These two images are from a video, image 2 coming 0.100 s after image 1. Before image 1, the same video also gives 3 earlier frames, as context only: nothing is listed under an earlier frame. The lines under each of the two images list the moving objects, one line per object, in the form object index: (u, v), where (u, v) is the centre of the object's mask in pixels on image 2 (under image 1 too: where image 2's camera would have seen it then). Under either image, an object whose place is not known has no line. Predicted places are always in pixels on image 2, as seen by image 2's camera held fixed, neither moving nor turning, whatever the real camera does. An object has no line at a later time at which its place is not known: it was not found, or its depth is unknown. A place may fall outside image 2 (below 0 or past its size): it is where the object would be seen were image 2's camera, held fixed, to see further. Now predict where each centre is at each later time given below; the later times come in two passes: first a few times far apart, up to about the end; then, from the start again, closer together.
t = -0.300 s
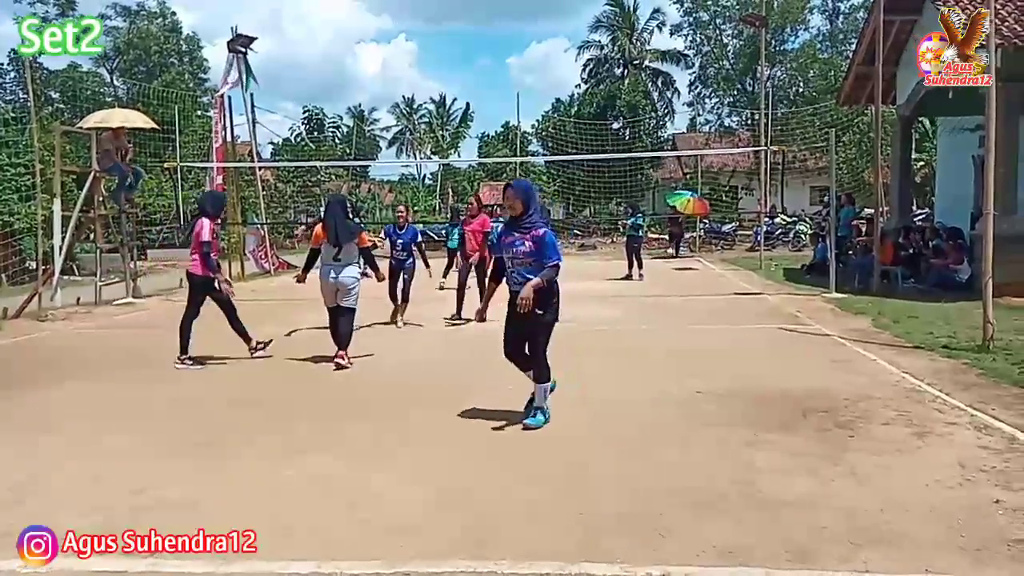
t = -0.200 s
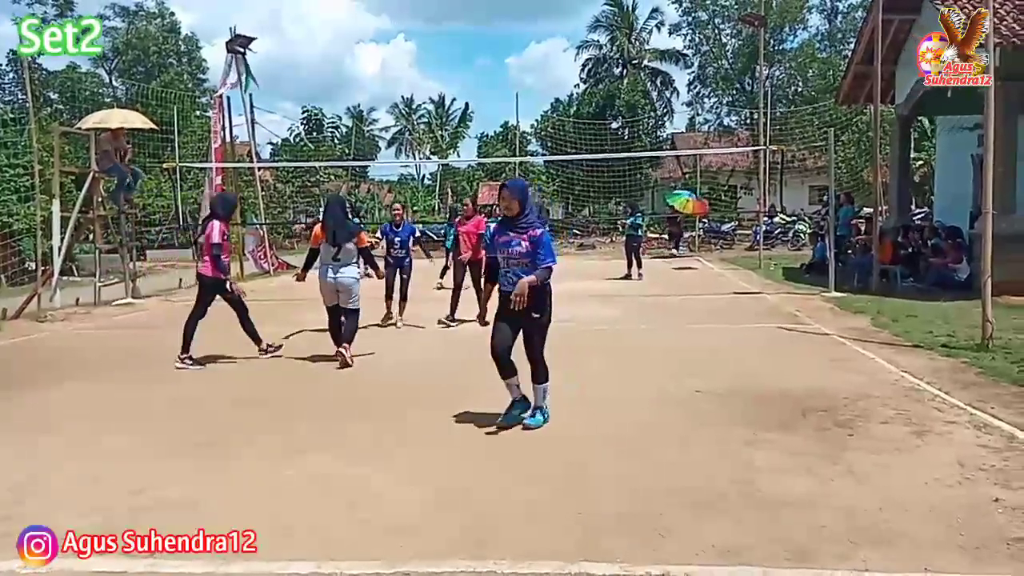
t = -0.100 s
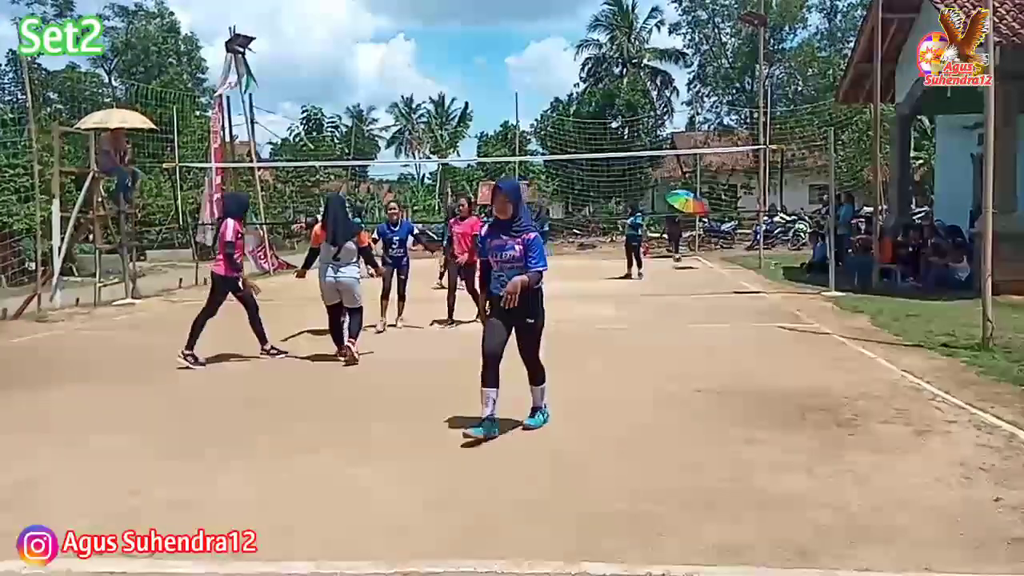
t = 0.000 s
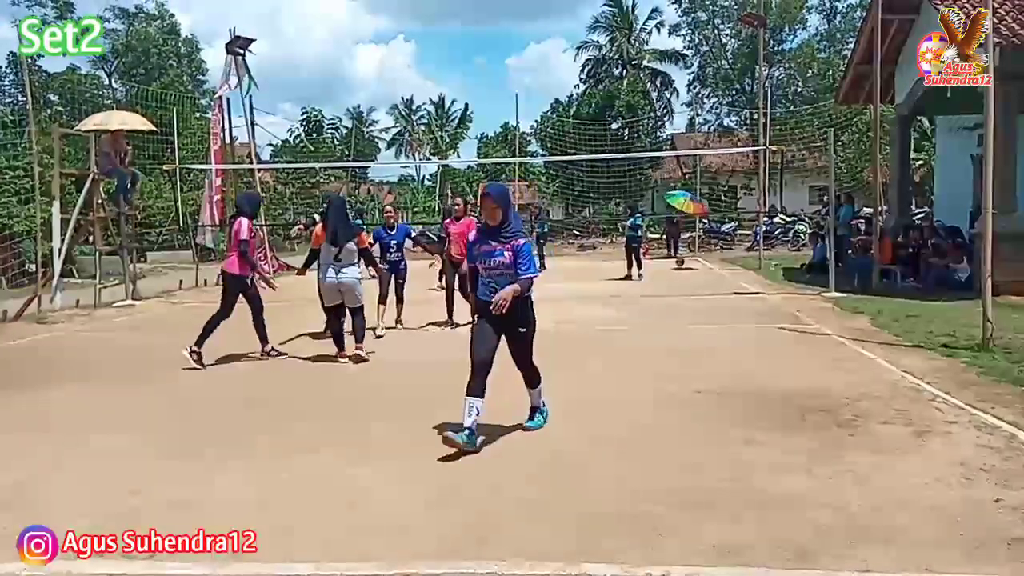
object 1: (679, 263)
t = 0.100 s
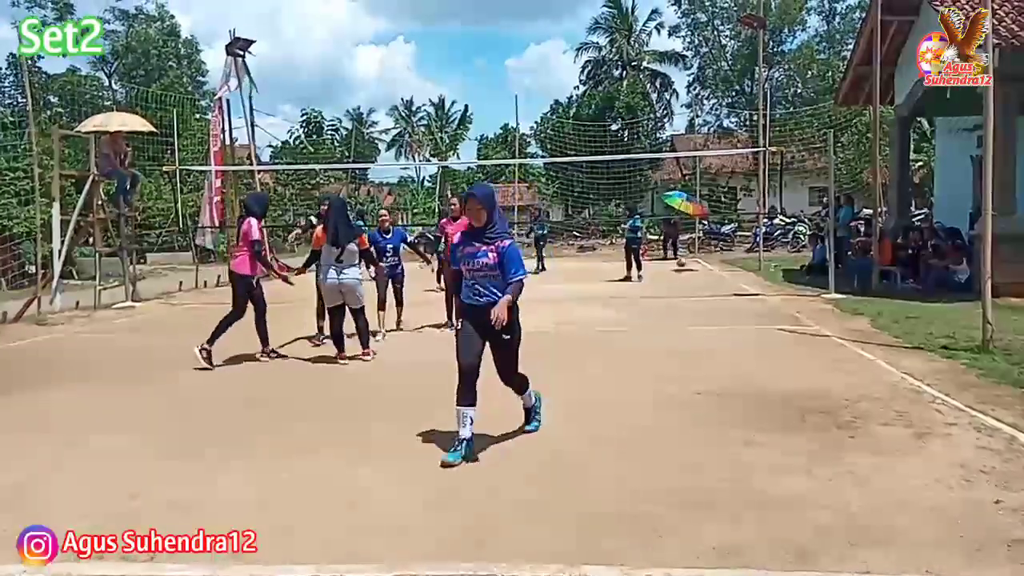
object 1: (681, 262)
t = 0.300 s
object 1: (685, 269)
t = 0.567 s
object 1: (689, 273)
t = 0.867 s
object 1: (693, 276)
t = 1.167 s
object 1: (699, 284)
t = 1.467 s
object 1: (704, 292)
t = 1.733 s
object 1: (711, 302)
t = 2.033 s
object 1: (722, 317)
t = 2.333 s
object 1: (736, 334)
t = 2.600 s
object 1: (754, 358)
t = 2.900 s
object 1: (782, 395)
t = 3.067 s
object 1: (803, 418)
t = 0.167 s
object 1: (683, 265)
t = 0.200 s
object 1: (684, 266)
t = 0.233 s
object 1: (684, 269)
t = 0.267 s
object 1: (686, 272)
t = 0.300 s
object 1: (685, 269)
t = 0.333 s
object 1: (685, 268)
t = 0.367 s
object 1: (686, 266)
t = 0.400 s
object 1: (687, 266)
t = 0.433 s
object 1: (687, 266)
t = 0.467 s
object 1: (688, 267)
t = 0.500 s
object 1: (688, 268)
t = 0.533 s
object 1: (689, 270)
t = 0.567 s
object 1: (689, 273)
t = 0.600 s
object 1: (690, 276)
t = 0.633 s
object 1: (690, 279)
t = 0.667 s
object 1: (690, 277)
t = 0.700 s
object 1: (692, 276)
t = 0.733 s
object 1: (692, 274)
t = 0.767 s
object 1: (692, 275)
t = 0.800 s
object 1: (693, 274)
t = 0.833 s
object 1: (693, 275)
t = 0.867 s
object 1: (693, 276)
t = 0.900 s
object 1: (694, 279)
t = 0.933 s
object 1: (695, 282)
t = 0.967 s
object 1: (695, 285)
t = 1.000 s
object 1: (696, 286)
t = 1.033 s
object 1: (697, 284)
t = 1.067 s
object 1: (697, 284)
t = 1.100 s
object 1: (698, 283)
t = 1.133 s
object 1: (698, 283)
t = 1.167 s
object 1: (699, 284)
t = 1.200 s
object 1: (700, 287)
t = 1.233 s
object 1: (700, 289)
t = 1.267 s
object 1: (700, 293)
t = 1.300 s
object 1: (701, 296)
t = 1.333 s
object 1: (702, 294)
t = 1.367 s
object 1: (703, 292)
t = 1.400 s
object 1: (703, 291)
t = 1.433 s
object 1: (704, 291)
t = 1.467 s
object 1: (704, 292)
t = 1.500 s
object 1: (704, 294)
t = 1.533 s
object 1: (706, 296)
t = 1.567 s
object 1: (706, 299)
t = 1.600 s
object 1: (707, 305)
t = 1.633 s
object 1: (708, 306)
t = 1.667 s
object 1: (709, 304)
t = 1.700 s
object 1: (710, 302)
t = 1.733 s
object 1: (711, 302)
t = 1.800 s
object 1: (712, 302)
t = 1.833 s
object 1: (714, 304)
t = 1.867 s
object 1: (715, 306)
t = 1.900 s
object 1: (716, 310)
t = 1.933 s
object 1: (717, 315)
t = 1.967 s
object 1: (718, 319)
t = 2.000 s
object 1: (720, 317)
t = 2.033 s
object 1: (722, 317)
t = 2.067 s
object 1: (723, 316)
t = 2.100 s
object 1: (724, 318)
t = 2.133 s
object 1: (726, 320)
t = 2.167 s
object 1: (728, 324)
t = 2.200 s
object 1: (729, 330)
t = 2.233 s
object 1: (730, 334)
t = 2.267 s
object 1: (732, 334)
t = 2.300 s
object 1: (734, 334)
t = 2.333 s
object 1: (736, 334)
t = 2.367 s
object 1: (737, 338)
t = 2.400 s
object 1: (739, 341)
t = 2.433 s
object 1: (741, 346)
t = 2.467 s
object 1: (744, 350)
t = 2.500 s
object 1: (746, 350)
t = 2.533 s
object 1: (749, 351)
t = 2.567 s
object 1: (751, 354)
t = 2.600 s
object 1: (754, 358)
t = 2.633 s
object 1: (756, 364)
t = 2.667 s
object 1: (759, 368)
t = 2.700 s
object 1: (762, 369)
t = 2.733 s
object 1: (765, 370)
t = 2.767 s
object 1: (768, 373)
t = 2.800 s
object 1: (772, 378)
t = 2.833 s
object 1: (775, 384)
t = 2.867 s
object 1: (778, 393)
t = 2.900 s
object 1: (782, 395)
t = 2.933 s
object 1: (786, 398)
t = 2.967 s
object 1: (790, 403)
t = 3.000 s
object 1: (794, 410)
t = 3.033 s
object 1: (799, 414)
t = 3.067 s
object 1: (803, 418)
